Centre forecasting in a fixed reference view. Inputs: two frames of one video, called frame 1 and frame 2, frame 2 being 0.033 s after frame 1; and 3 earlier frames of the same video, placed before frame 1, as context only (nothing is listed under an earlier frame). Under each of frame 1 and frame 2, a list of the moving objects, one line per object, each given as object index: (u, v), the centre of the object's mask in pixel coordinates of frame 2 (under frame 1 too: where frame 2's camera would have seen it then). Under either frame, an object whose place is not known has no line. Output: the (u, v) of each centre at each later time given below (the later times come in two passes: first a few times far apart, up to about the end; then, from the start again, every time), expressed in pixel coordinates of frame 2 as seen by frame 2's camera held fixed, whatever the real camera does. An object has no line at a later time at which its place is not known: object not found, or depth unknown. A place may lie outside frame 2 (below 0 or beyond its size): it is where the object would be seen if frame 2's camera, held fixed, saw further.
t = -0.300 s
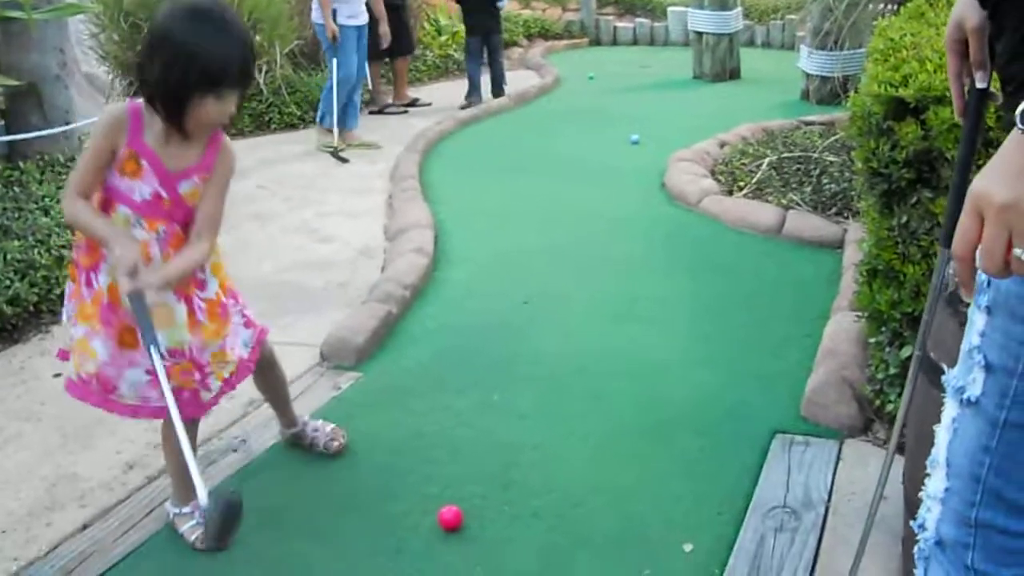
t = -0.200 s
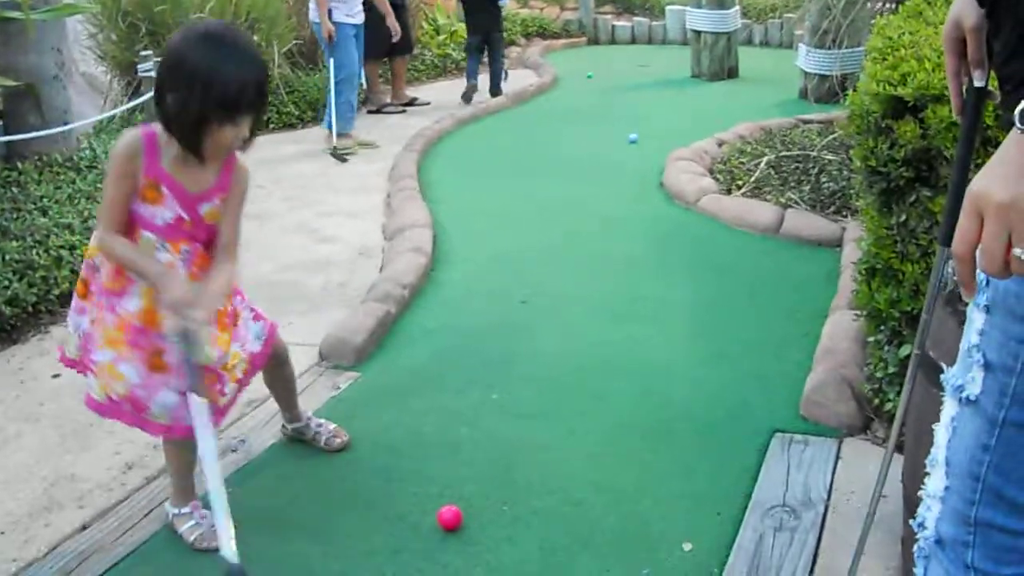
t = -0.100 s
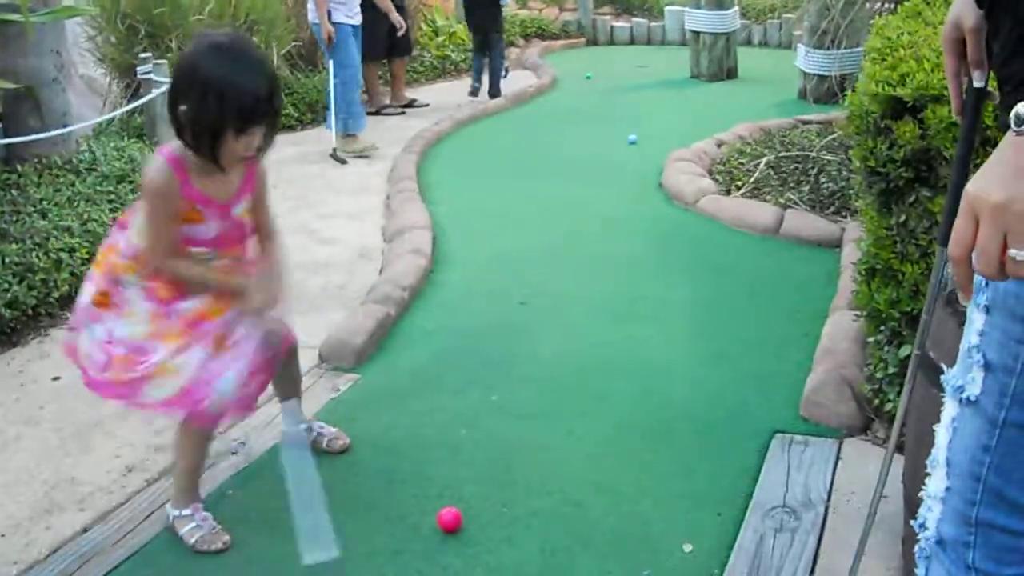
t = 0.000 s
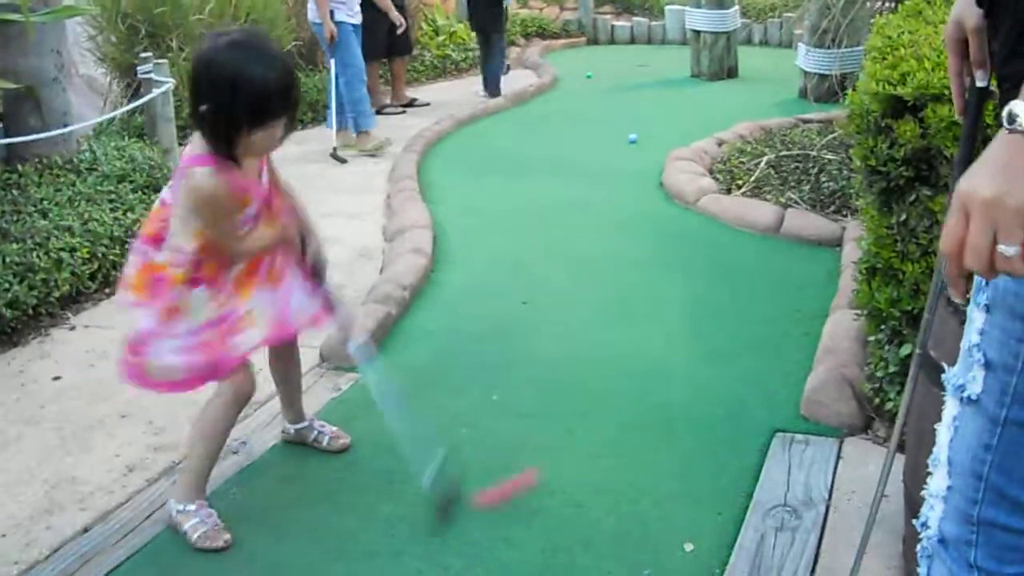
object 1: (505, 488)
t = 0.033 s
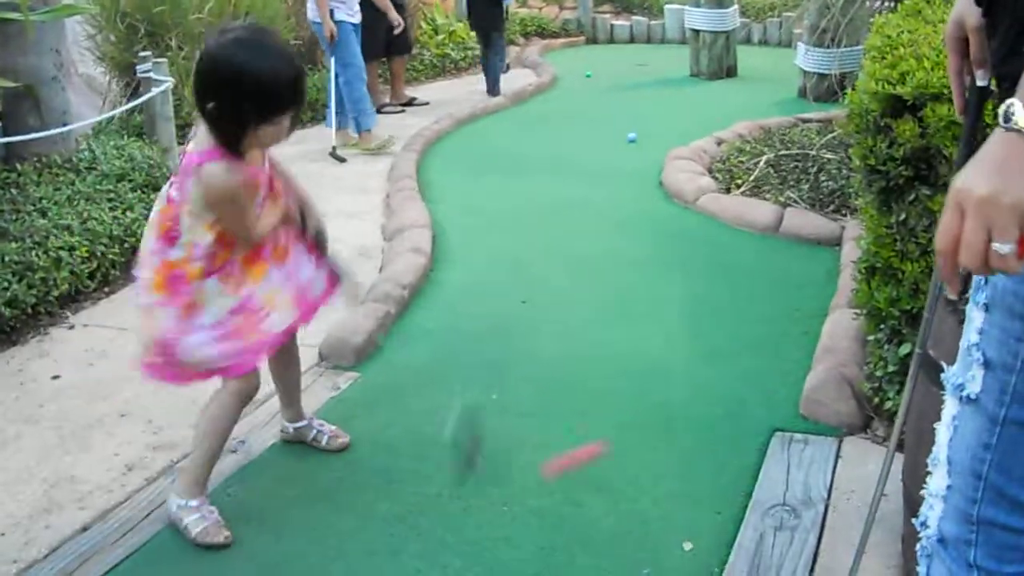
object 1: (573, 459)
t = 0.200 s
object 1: (788, 345)
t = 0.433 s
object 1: (674, 215)
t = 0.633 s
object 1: (617, 208)
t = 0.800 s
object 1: (596, 184)
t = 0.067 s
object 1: (637, 436)
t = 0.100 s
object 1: (692, 419)
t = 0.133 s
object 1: (740, 396)
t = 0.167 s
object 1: (783, 377)
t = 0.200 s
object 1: (788, 345)
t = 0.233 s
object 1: (769, 309)
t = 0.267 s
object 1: (751, 281)
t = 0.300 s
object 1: (733, 257)
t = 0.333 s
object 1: (716, 238)
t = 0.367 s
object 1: (701, 226)
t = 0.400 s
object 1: (687, 218)
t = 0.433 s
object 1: (674, 215)
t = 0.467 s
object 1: (660, 215)
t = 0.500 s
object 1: (650, 218)
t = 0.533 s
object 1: (640, 224)
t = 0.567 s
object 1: (629, 233)
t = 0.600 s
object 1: (622, 224)
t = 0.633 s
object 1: (617, 208)
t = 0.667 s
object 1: (613, 197)
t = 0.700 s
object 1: (608, 189)
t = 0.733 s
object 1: (603, 184)
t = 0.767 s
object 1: (599, 183)
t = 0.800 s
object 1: (596, 184)
